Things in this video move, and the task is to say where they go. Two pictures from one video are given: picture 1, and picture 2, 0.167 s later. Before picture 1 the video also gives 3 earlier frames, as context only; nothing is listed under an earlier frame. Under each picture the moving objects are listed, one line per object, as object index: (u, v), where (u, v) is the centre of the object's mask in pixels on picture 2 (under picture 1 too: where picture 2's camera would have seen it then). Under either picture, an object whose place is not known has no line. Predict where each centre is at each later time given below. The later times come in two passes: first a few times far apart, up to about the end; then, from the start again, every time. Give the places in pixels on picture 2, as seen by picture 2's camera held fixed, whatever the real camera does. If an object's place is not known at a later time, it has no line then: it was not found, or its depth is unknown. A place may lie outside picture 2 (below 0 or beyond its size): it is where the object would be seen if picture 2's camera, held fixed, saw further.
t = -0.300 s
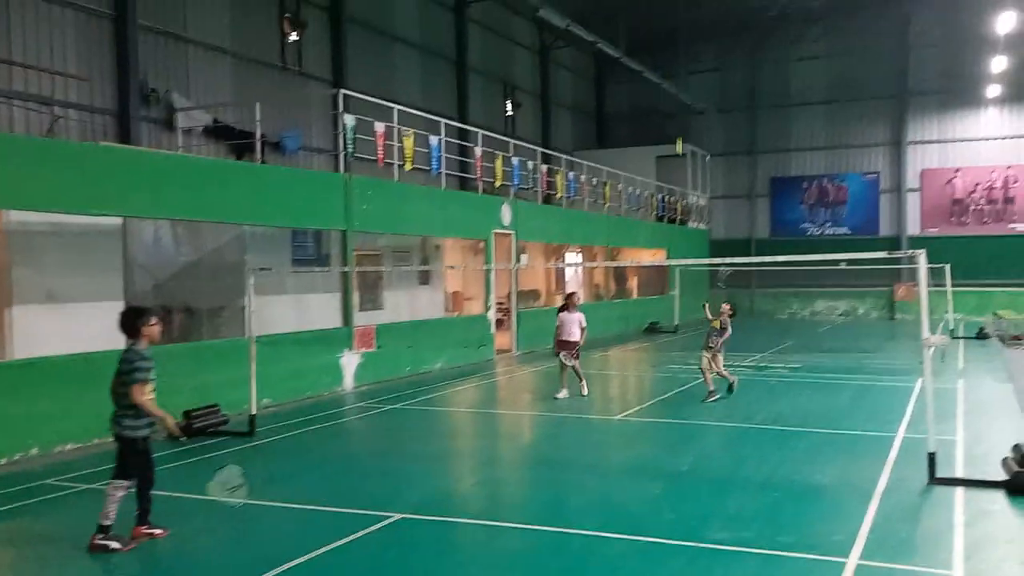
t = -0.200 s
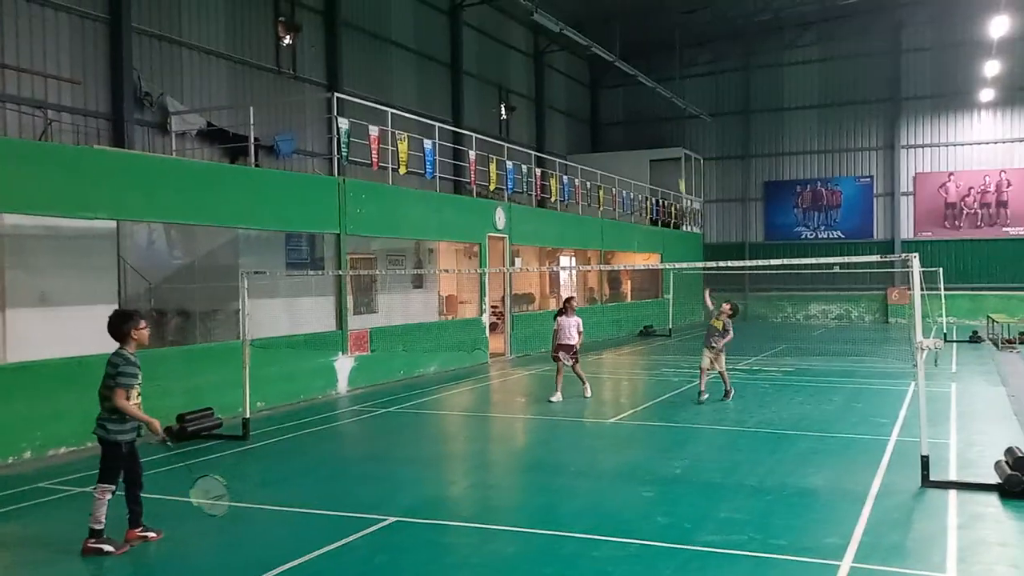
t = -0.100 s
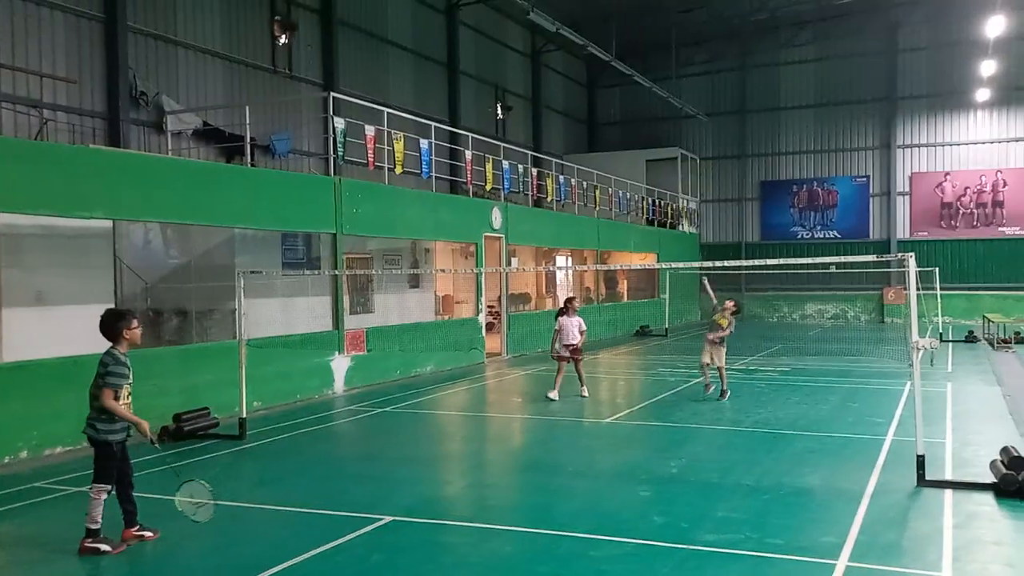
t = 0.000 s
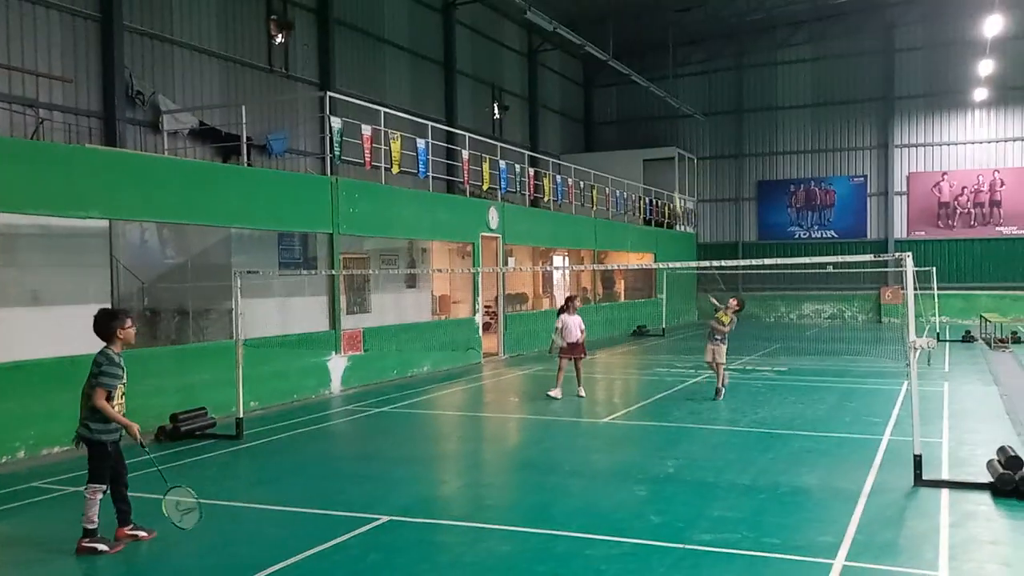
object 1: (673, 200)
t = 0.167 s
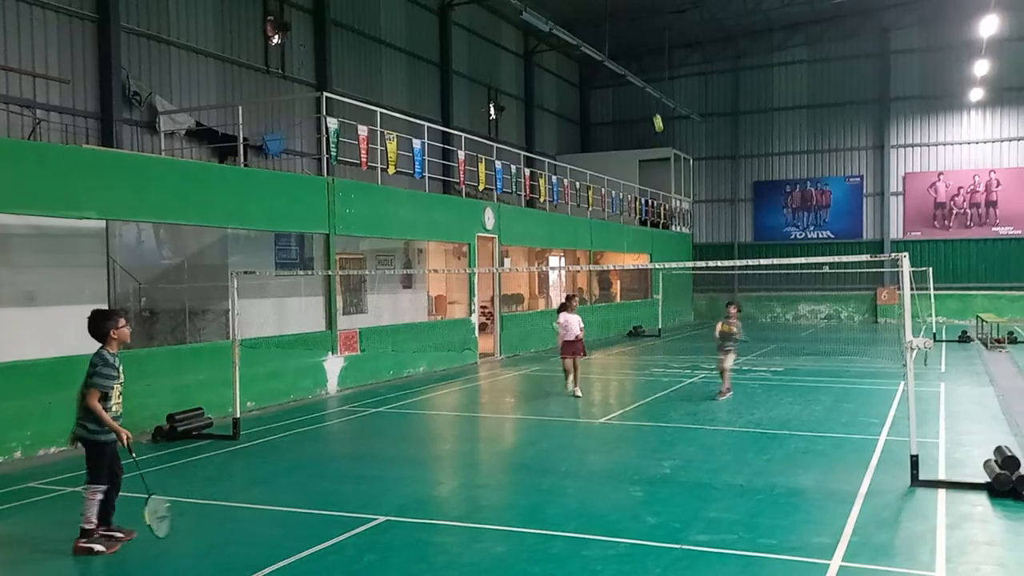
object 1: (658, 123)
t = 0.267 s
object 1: (649, 89)
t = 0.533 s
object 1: (622, 60)
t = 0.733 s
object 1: (597, 122)
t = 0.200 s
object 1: (653, 111)
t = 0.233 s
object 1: (650, 99)
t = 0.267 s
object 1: (649, 89)
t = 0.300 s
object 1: (646, 80)
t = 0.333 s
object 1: (642, 72)
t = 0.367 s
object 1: (640, 66)
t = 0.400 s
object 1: (637, 62)
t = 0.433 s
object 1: (633, 59)
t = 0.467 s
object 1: (629, 57)
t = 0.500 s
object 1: (626, 58)
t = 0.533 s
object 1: (622, 60)
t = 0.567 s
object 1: (618, 65)
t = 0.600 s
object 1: (614, 71)
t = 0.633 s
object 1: (610, 80)
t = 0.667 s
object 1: (606, 91)
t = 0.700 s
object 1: (602, 104)
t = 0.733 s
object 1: (597, 122)
